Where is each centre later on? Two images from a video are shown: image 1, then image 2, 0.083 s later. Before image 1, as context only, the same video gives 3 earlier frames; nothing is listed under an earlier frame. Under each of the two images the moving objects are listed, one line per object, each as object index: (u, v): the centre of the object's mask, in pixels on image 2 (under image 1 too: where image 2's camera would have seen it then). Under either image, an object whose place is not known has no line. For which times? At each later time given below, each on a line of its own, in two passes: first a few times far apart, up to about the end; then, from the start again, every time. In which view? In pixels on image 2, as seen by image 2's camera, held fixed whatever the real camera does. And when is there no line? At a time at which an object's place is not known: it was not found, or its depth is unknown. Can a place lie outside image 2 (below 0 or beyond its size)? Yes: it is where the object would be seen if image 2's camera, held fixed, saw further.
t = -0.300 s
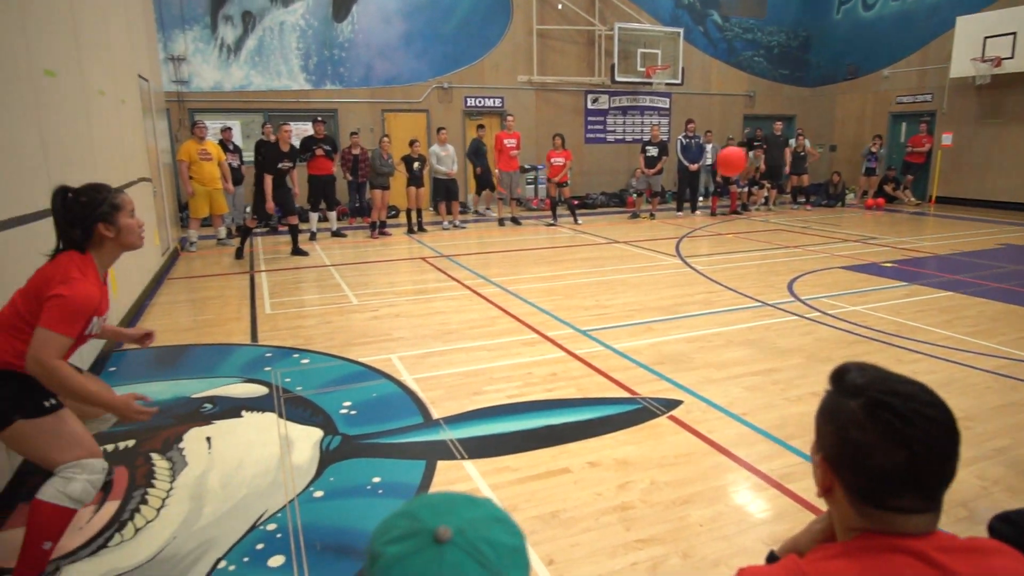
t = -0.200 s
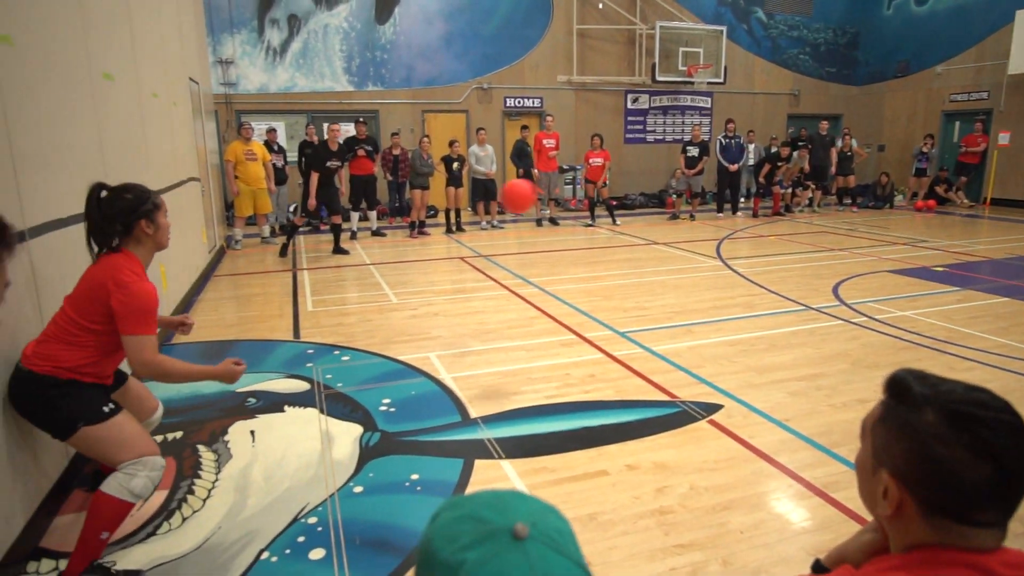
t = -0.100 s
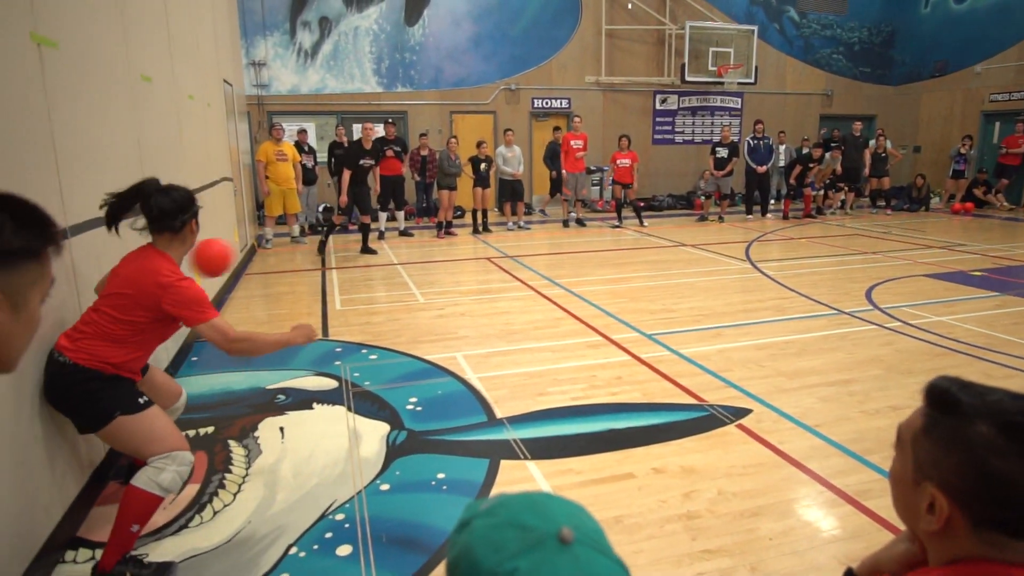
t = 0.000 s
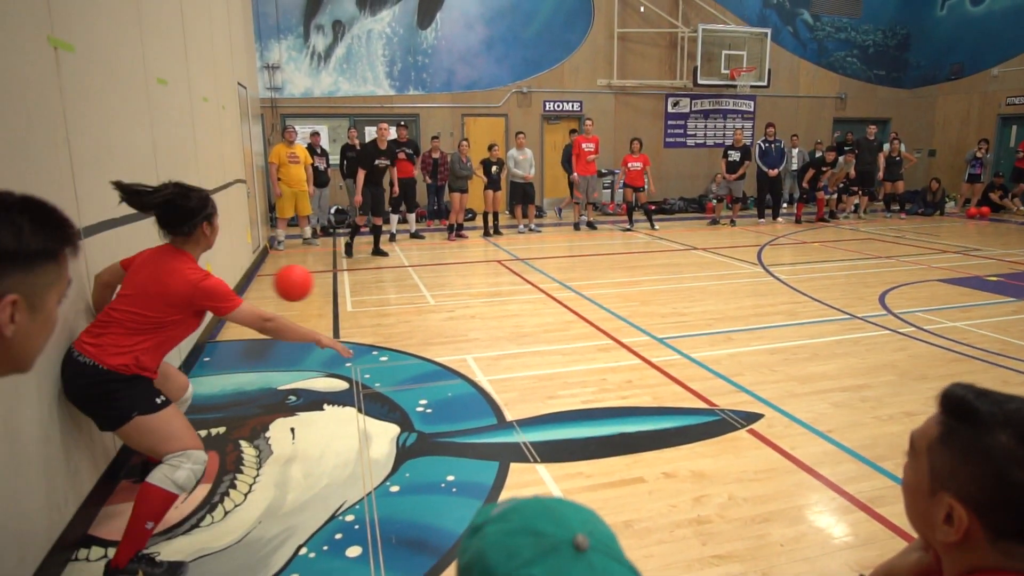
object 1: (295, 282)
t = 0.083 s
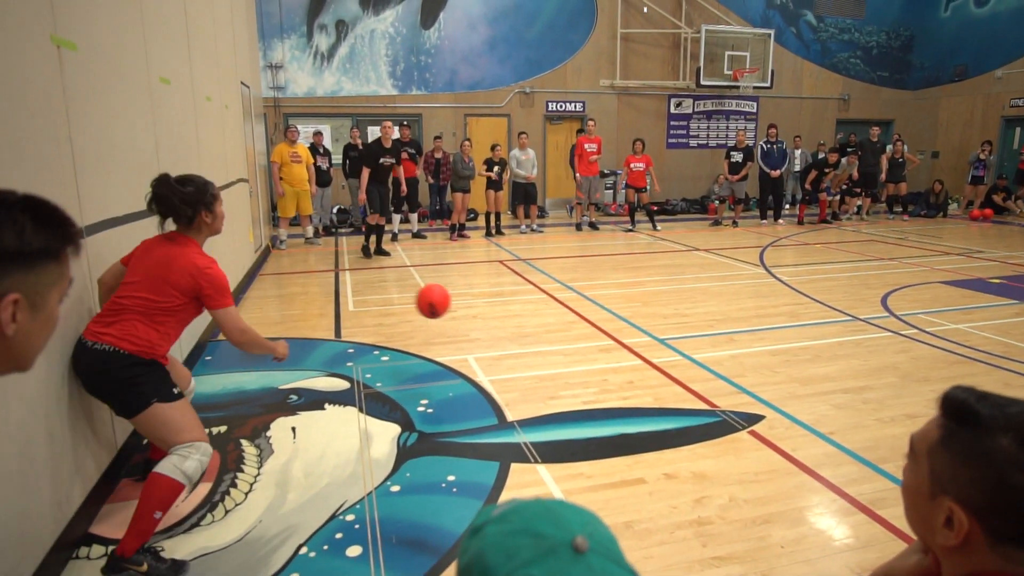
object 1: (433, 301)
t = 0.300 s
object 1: (686, 326)
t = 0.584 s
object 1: (895, 283)
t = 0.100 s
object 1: (458, 306)
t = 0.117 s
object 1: (482, 311)
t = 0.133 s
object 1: (506, 316)
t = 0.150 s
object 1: (529, 322)
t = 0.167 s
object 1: (551, 328)
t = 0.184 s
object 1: (572, 334)
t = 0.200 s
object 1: (593, 340)
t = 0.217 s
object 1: (613, 347)
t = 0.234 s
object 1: (631, 352)
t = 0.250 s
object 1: (645, 346)
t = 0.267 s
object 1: (659, 339)
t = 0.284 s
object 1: (673, 332)
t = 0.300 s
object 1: (686, 326)
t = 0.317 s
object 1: (699, 320)
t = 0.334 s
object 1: (712, 314)
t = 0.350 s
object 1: (725, 309)
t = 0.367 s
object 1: (738, 304)
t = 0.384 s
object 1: (752, 300)
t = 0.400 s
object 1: (764, 296)
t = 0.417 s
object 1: (777, 293)
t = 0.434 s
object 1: (789, 290)
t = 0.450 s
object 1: (801, 287)
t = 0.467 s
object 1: (814, 285)
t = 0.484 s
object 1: (826, 284)
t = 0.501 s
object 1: (838, 283)
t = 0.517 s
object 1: (849, 282)
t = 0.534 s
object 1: (861, 281)
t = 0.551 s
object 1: (872, 281)
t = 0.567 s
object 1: (883, 282)
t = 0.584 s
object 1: (895, 283)
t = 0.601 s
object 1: (905, 284)
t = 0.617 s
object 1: (916, 286)
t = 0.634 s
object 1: (926, 288)
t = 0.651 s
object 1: (937, 290)
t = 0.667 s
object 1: (946, 293)
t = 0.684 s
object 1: (956, 296)
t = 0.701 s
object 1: (966, 299)
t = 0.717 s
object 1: (976, 303)
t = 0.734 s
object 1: (985, 308)
